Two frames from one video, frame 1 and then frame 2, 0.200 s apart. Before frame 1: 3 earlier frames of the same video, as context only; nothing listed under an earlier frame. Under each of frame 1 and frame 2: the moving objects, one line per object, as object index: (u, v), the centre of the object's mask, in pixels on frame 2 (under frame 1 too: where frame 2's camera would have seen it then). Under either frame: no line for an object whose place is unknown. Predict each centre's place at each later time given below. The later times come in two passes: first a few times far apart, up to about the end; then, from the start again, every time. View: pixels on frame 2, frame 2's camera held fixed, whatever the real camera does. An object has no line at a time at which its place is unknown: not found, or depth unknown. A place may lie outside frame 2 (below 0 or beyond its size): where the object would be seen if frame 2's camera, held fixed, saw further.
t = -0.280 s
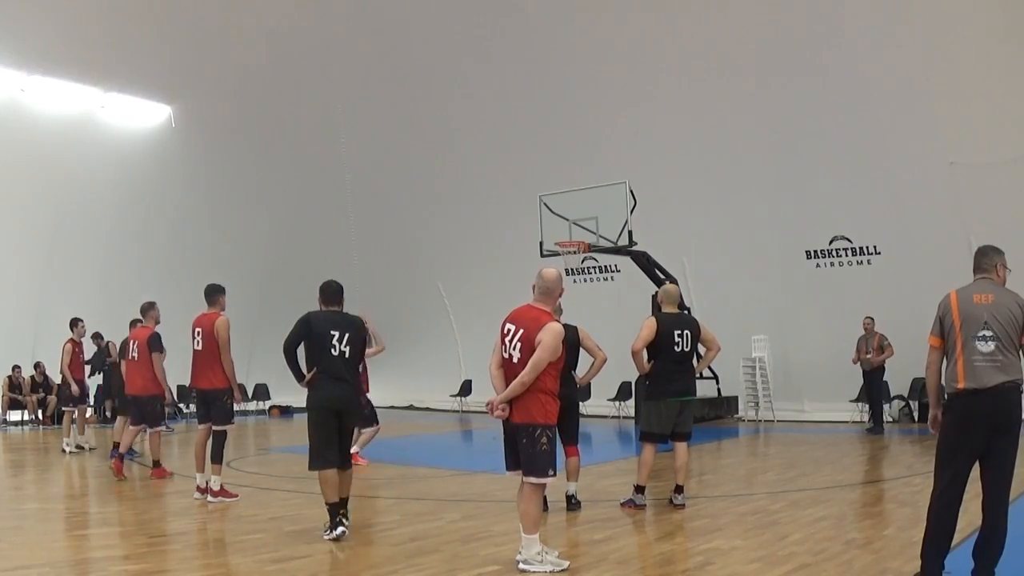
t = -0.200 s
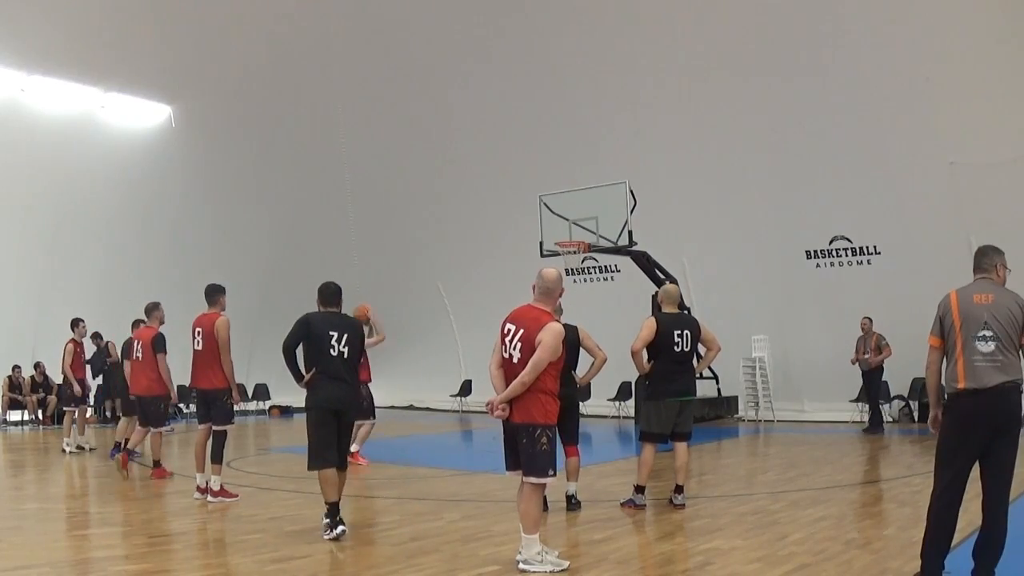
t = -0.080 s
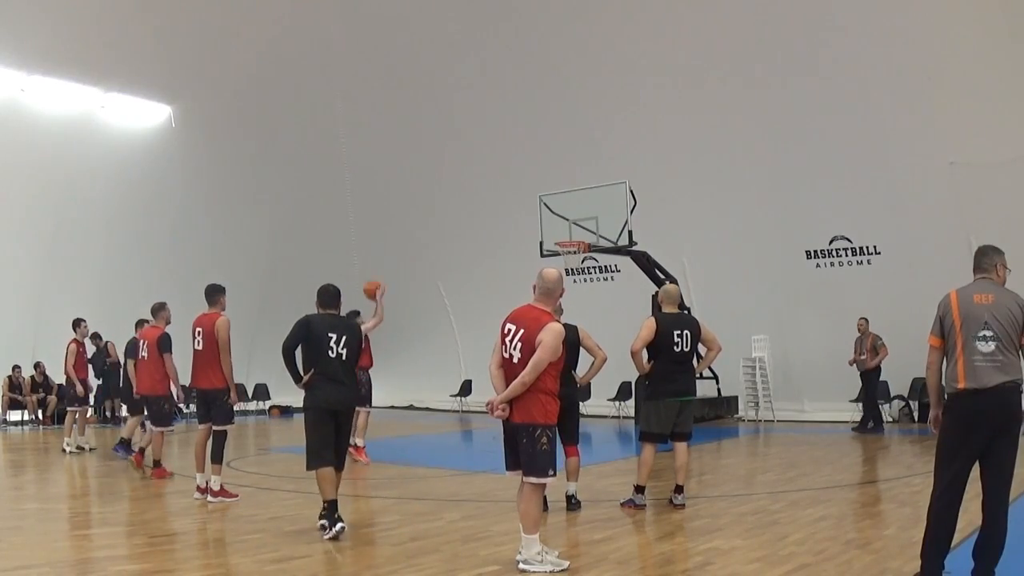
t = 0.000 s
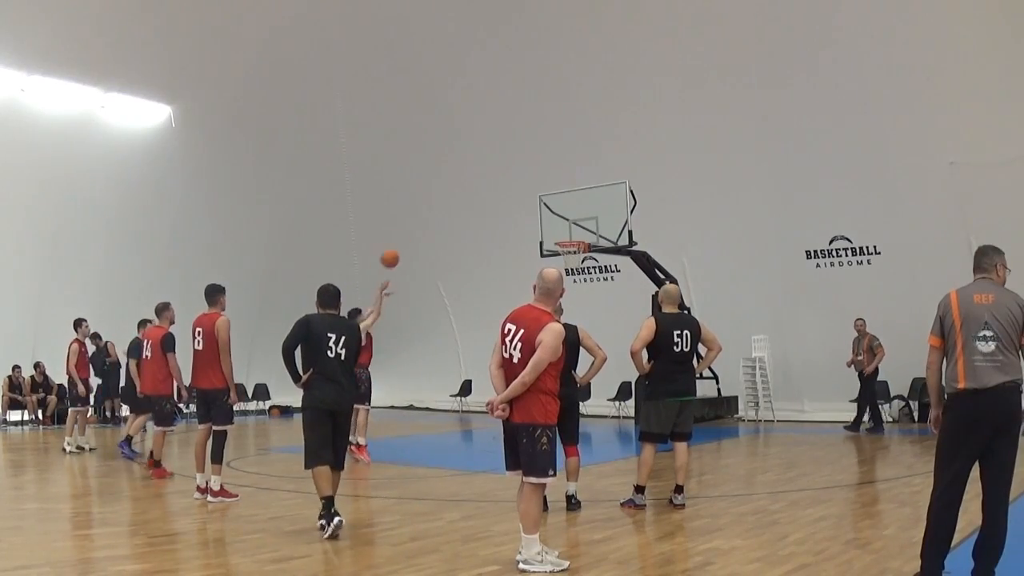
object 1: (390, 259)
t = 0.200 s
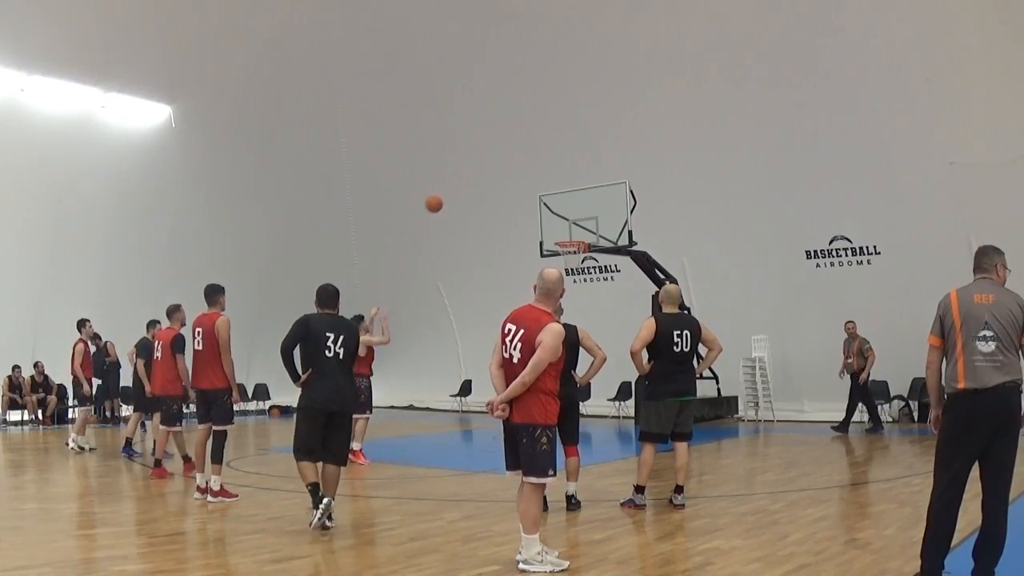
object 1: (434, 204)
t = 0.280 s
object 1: (450, 191)
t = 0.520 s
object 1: (495, 180)
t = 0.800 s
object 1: (542, 215)
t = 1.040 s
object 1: (573, 235)
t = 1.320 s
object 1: (585, 220)
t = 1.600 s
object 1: (591, 249)
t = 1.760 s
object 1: (595, 289)
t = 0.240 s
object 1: (442, 196)
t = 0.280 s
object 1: (450, 191)
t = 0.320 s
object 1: (458, 186)
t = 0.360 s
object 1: (466, 183)
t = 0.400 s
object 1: (473, 181)
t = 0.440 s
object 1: (481, 179)
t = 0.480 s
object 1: (488, 179)
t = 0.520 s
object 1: (495, 180)
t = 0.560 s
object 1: (502, 182)
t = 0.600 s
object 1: (509, 186)
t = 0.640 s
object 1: (516, 189)
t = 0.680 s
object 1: (523, 194)
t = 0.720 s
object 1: (529, 200)
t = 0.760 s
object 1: (535, 207)
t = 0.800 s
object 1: (542, 215)
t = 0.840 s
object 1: (548, 223)
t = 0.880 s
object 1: (555, 232)
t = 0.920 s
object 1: (559, 235)
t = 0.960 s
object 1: (564, 235)
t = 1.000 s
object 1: (568, 235)
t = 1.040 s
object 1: (573, 235)
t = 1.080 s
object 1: (576, 230)
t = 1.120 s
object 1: (579, 227)
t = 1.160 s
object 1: (582, 225)
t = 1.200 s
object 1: (583, 222)
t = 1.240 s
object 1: (584, 221)
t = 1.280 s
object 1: (584, 220)
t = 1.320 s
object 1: (585, 220)
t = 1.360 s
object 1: (586, 221)
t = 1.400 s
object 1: (586, 223)
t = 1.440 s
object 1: (588, 226)
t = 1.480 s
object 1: (589, 231)
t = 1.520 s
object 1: (590, 236)
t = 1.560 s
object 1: (591, 242)
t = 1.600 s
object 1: (591, 249)
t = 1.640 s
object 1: (593, 258)
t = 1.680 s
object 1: (593, 267)
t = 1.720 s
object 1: (595, 277)
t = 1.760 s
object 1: (595, 289)
